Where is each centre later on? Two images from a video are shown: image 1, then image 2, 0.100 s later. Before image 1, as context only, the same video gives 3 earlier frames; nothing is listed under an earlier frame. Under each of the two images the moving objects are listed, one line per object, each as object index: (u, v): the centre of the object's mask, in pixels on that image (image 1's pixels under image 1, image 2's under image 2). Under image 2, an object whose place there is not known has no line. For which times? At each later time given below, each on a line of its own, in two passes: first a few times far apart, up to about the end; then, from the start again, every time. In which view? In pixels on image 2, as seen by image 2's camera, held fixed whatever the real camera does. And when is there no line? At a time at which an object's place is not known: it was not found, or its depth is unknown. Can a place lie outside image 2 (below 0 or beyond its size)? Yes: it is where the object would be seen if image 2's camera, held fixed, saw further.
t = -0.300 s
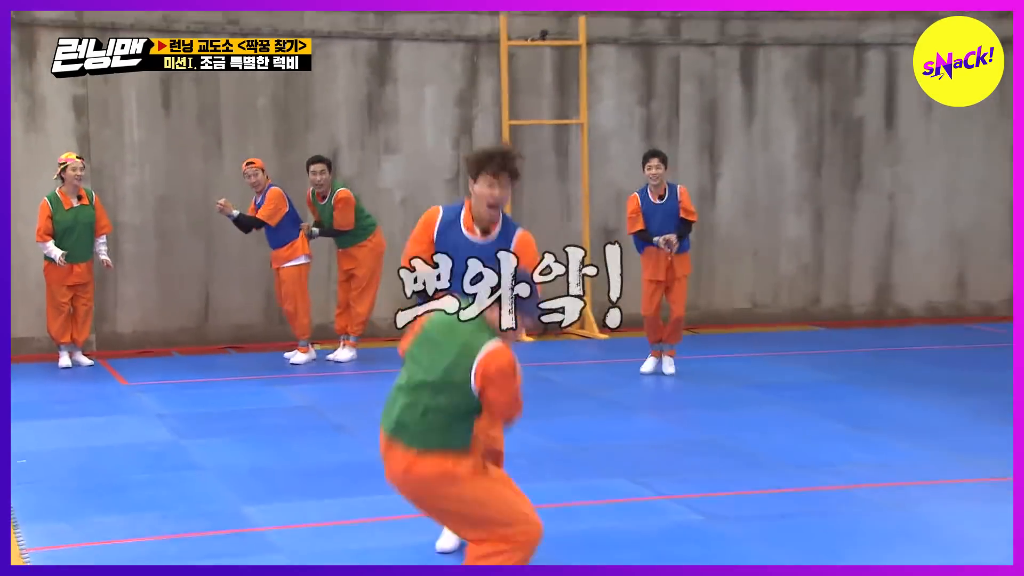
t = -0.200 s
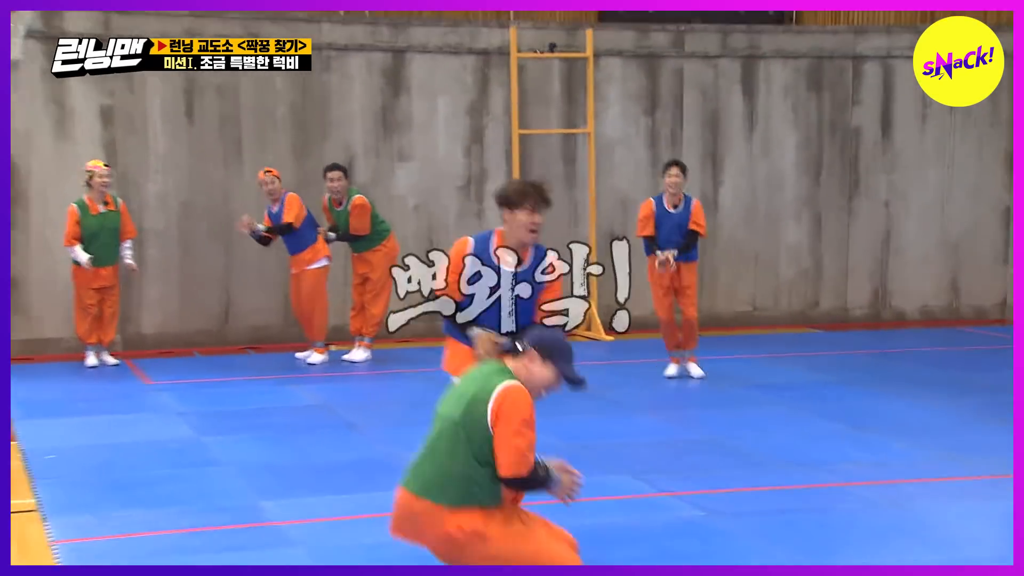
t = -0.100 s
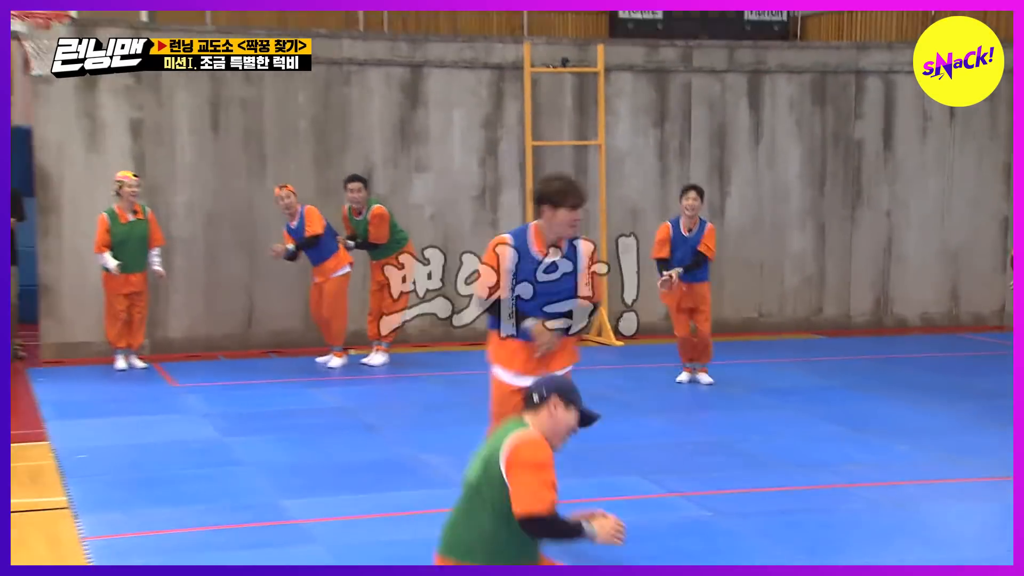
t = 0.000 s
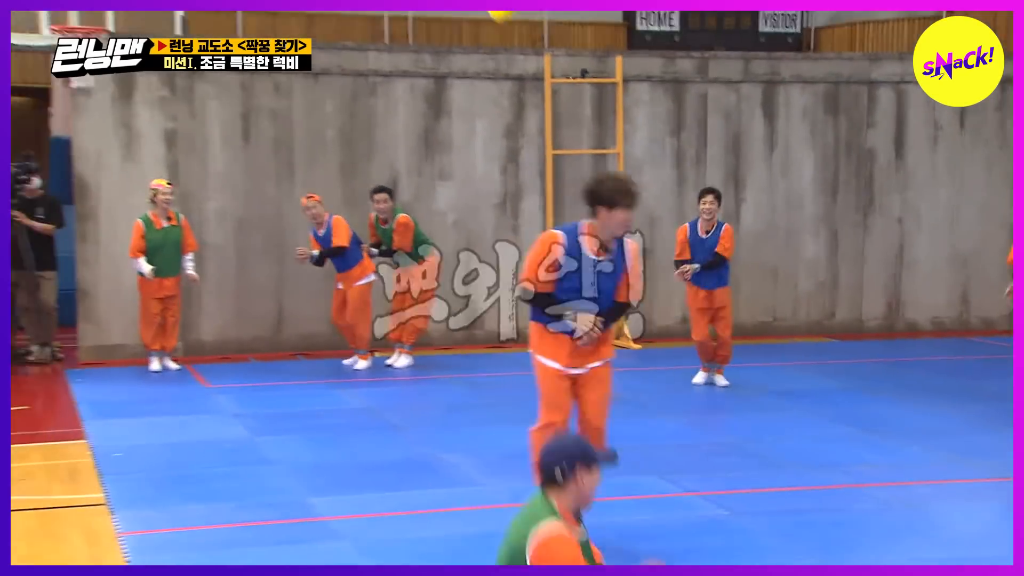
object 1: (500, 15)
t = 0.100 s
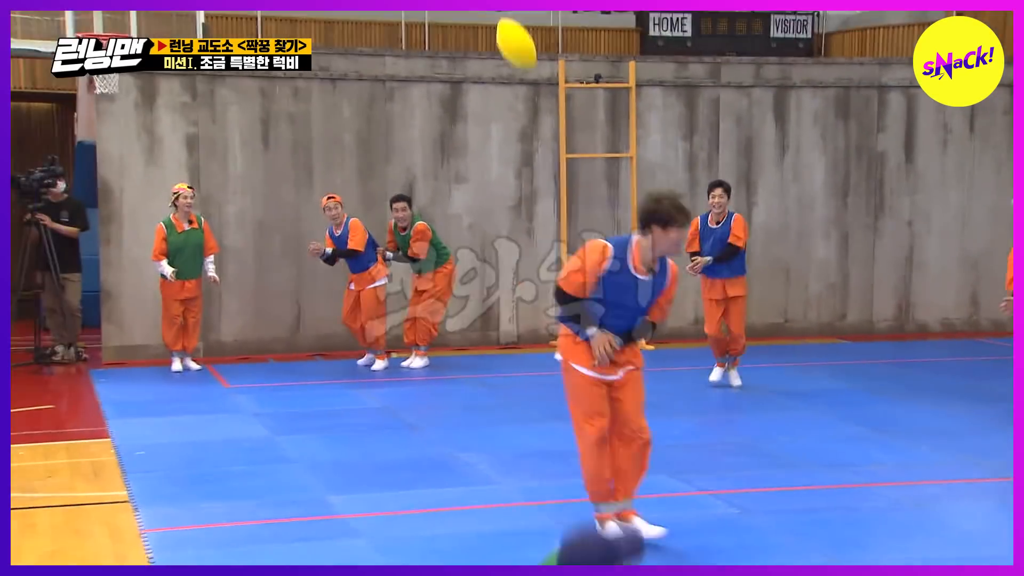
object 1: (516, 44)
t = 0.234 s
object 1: (513, 126)
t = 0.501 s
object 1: (510, 376)
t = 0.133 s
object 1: (515, 61)
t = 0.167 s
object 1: (514, 80)
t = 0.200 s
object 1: (513, 101)
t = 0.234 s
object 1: (513, 126)
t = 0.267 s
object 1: (512, 150)
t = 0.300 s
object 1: (511, 177)
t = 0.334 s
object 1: (510, 203)
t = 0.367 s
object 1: (510, 234)
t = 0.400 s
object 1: (509, 267)
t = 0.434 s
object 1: (509, 301)
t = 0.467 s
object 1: (509, 338)
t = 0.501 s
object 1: (510, 376)
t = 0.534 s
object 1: (512, 413)
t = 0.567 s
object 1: (514, 451)
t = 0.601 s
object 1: (513, 490)
